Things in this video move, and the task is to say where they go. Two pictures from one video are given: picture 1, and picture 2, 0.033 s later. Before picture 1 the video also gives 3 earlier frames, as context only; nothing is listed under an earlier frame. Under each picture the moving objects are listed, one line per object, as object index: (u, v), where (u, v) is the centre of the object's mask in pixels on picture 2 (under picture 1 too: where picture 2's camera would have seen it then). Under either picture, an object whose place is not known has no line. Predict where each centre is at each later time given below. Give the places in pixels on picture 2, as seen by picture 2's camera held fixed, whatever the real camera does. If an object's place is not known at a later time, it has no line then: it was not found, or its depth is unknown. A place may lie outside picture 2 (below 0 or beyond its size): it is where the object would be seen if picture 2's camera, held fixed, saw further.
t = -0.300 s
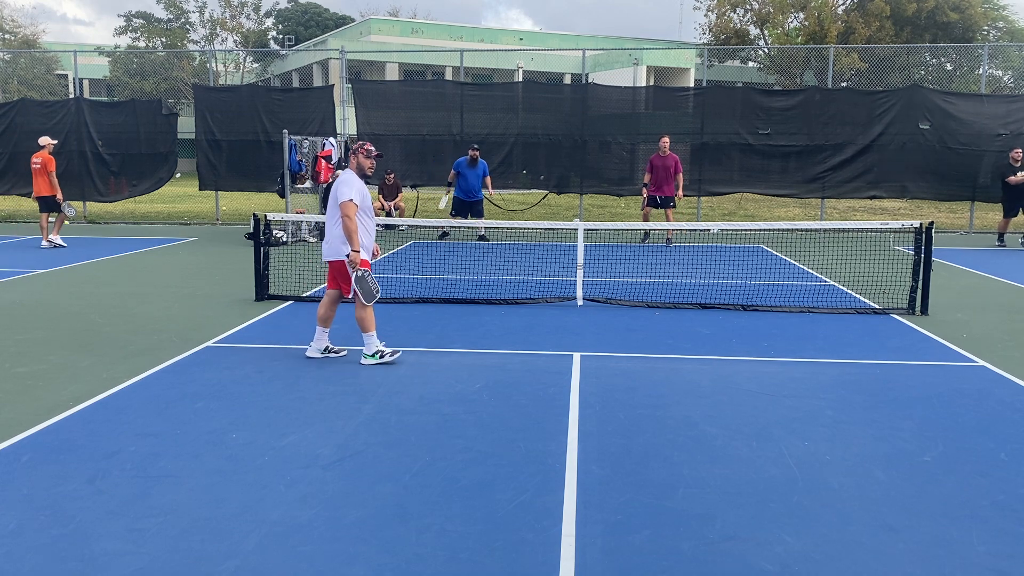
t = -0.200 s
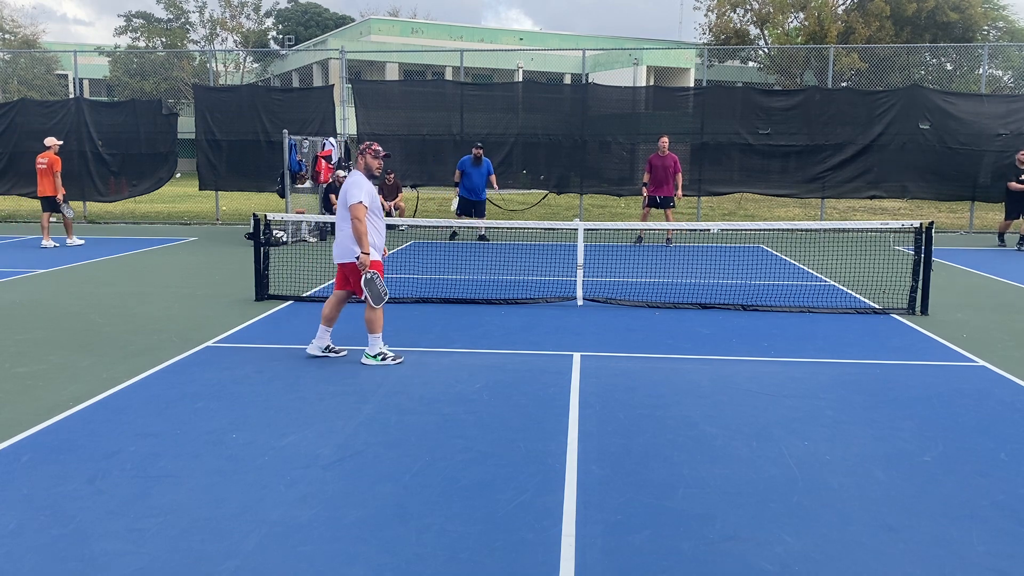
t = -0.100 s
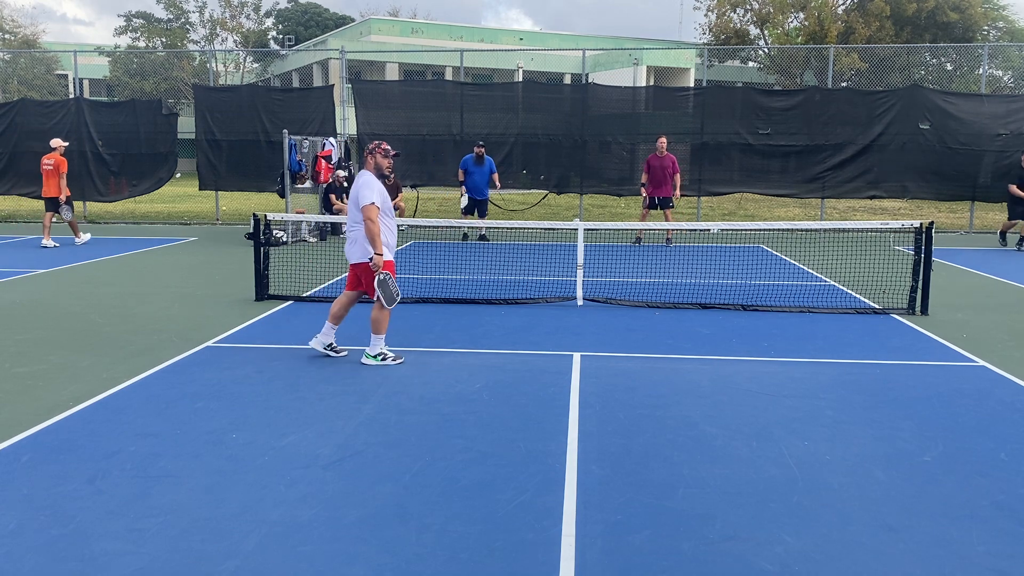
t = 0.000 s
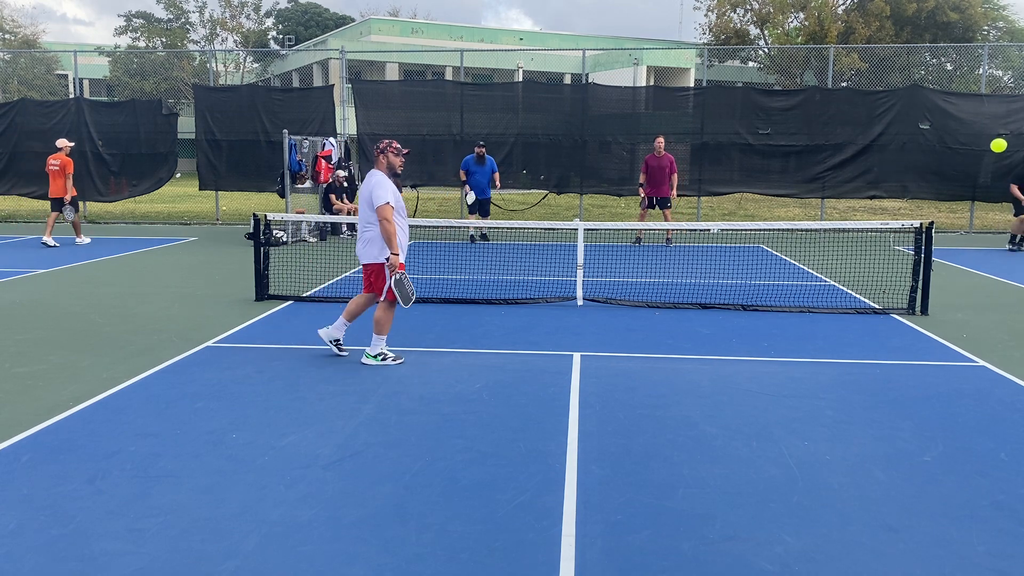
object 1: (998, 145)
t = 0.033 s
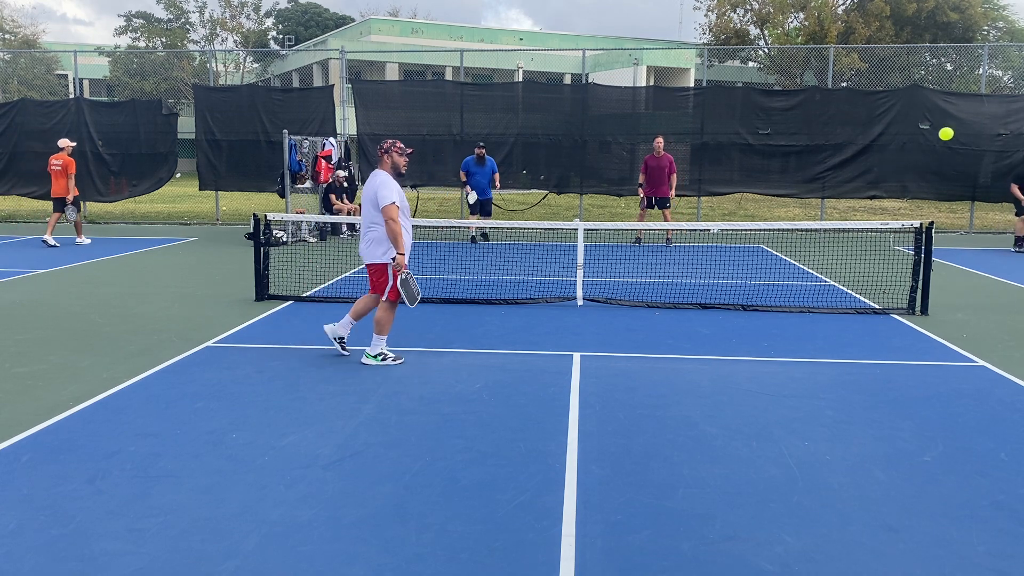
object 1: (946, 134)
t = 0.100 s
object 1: (863, 120)
